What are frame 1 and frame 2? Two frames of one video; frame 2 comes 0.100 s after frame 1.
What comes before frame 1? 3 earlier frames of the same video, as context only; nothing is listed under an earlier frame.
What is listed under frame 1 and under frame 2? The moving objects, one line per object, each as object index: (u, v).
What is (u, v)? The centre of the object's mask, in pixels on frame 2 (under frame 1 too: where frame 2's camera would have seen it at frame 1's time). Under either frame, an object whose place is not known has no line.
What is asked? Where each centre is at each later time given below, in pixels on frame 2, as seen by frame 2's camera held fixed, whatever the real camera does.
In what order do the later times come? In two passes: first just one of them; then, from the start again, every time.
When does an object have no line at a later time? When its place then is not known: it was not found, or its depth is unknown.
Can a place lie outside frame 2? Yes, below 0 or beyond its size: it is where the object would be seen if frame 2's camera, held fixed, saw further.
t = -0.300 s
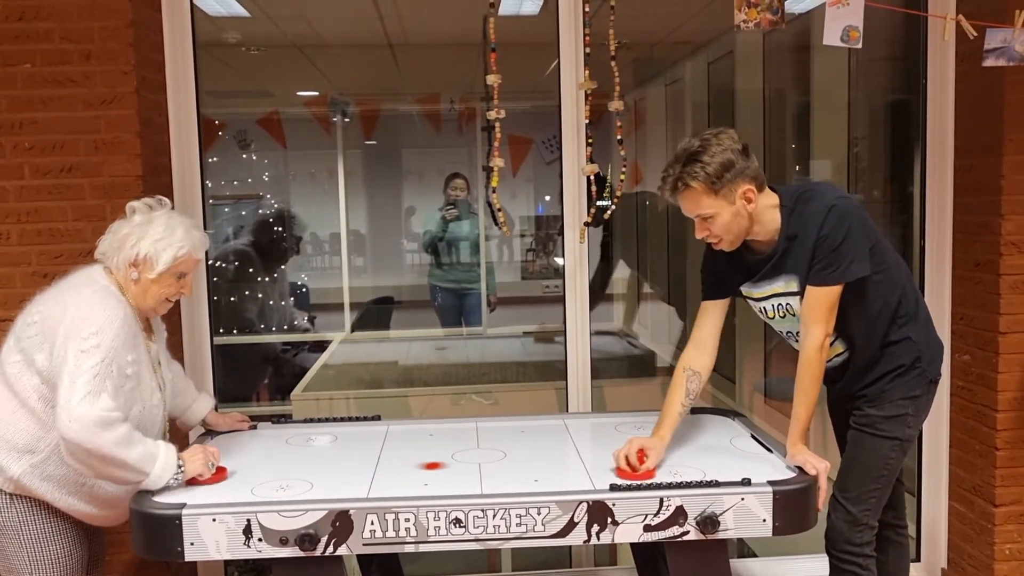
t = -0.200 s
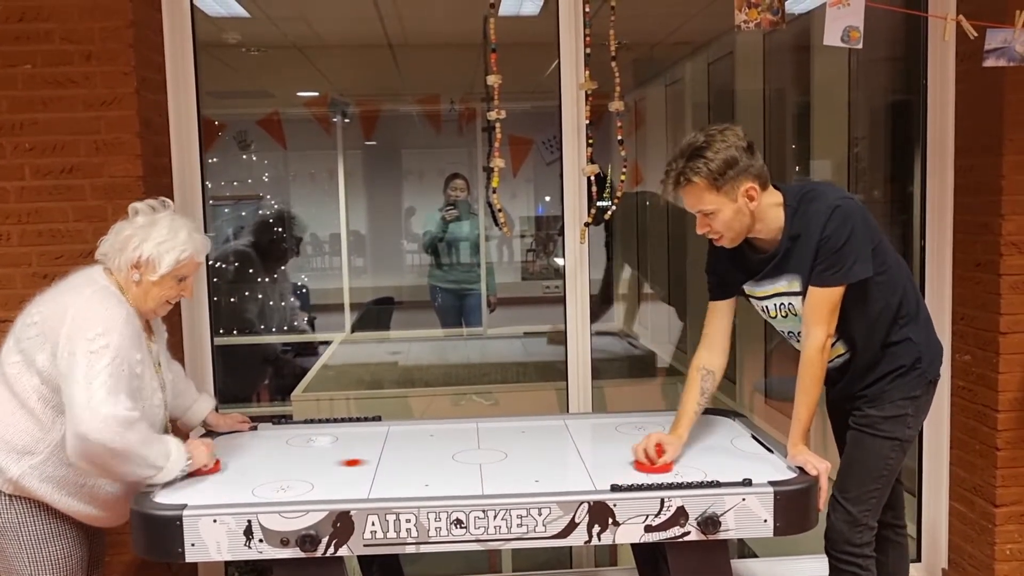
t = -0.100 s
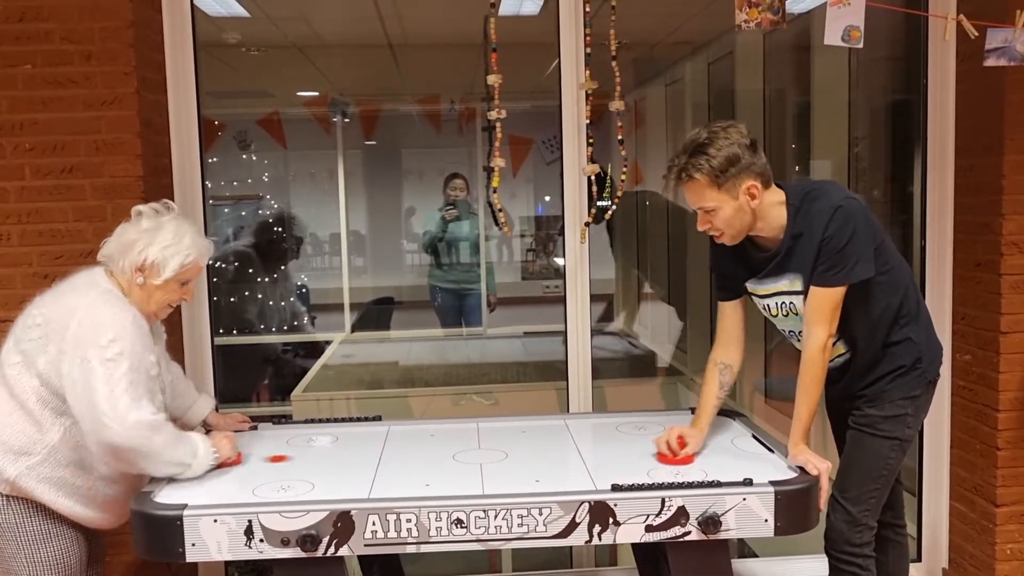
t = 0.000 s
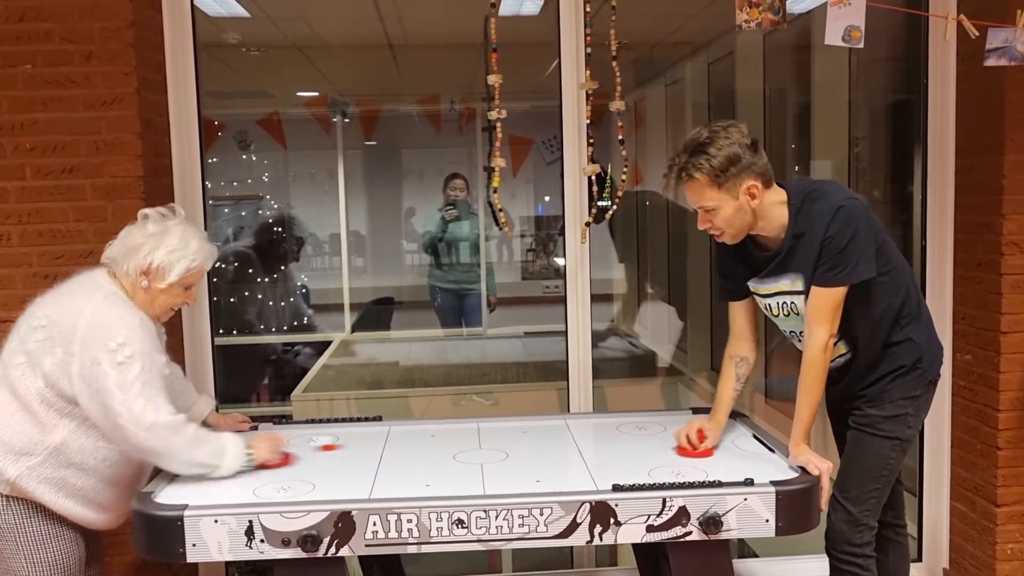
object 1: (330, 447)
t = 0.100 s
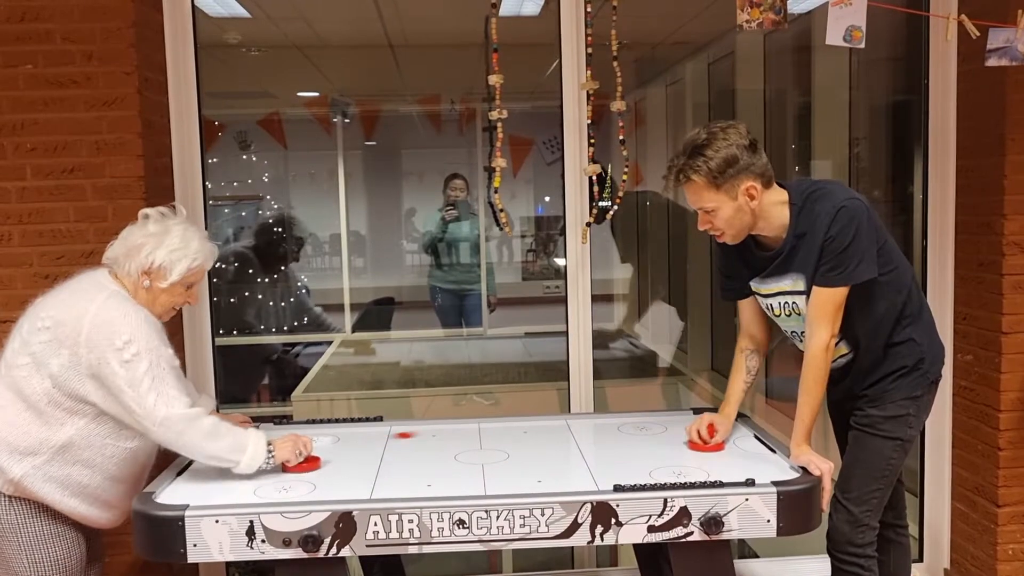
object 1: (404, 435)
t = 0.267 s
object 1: (506, 430)
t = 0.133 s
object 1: (427, 431)
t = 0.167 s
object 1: (450, 426)
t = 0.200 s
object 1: (469, 427)
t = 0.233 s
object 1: (487, 429)
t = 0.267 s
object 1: (506, 430)
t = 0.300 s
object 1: (524, 432)
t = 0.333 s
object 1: (543, 434)
